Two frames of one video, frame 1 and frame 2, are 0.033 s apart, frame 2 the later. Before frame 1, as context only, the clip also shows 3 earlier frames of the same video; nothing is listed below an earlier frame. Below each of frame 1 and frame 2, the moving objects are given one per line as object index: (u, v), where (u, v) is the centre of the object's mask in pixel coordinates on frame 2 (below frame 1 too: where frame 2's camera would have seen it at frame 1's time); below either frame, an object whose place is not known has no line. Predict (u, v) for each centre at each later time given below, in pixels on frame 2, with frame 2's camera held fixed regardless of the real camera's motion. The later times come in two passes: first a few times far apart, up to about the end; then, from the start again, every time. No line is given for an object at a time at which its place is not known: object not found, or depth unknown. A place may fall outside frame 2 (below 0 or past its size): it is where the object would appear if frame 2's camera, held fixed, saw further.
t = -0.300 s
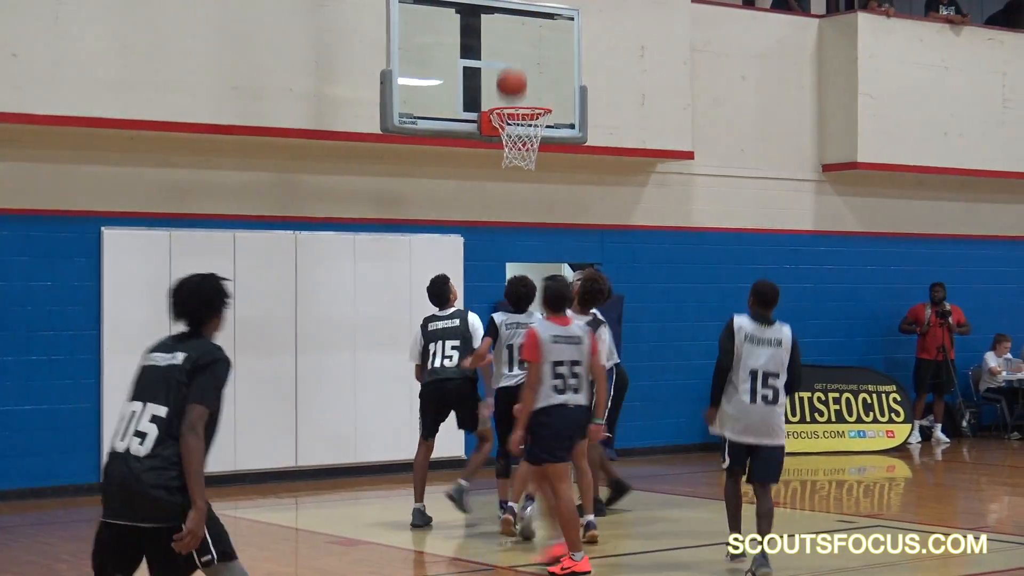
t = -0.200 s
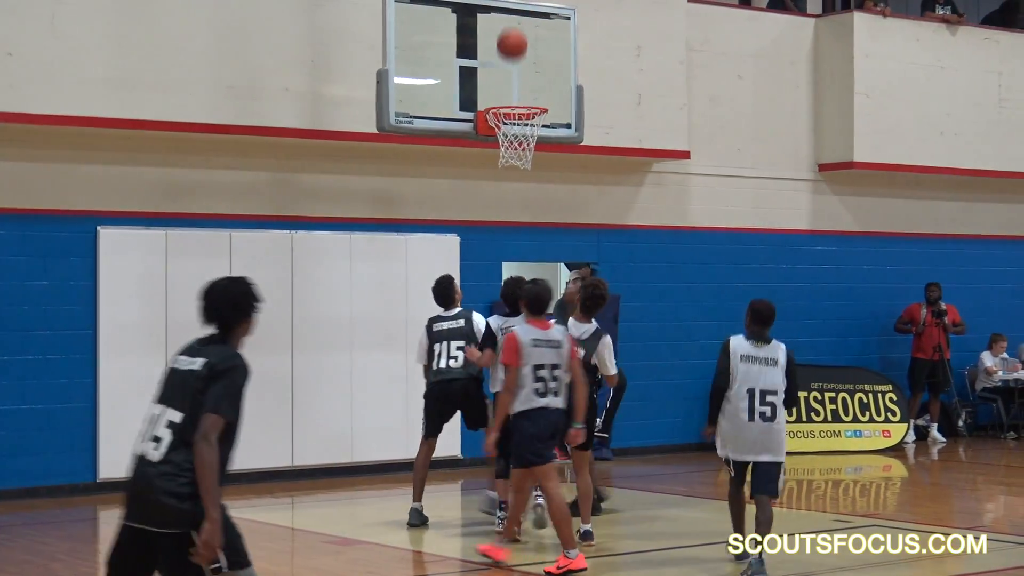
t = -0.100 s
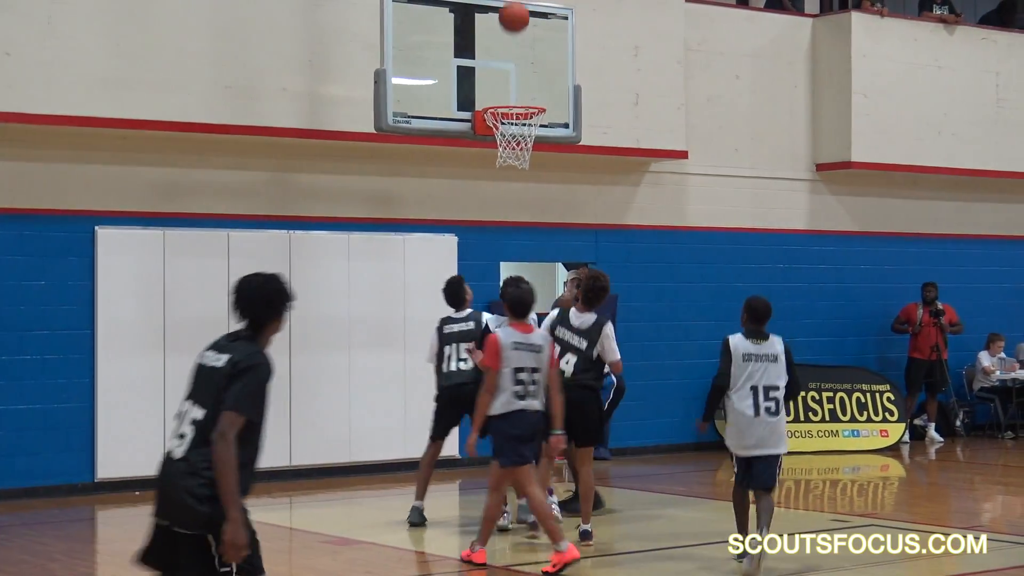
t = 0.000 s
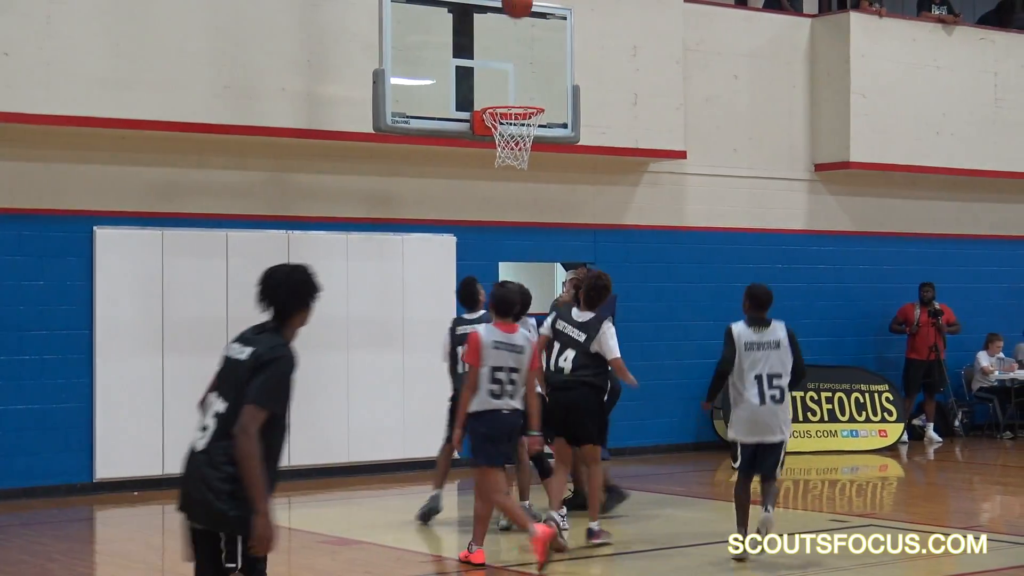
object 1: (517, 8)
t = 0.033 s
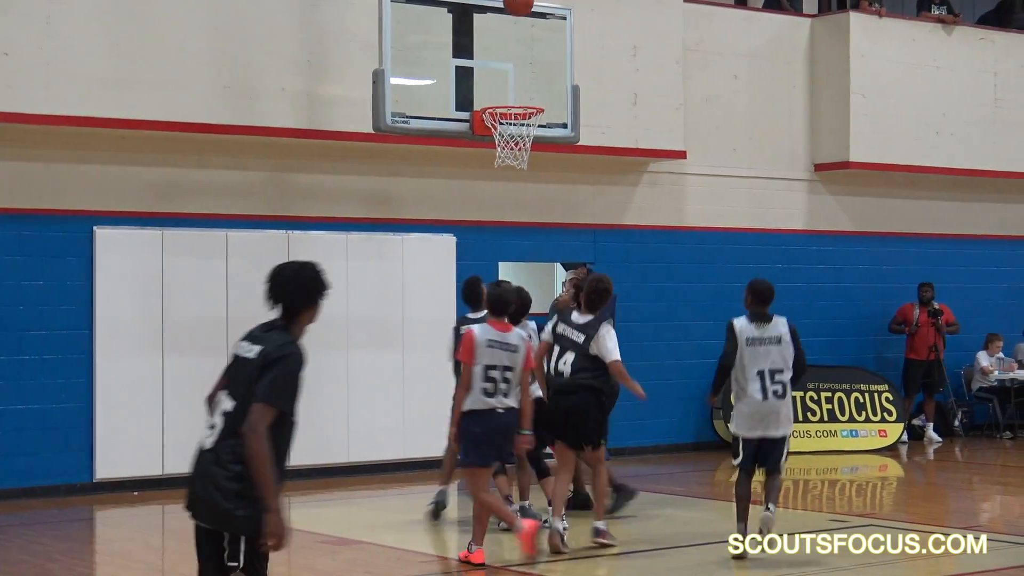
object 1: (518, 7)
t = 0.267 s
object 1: (529, 24)
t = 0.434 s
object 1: (537, 81)
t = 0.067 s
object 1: (520, 7)
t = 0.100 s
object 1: (521, 7)
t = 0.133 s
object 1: (523, 8)
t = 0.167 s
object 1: (524, 9)
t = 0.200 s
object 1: (526, 12)
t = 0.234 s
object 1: (527, 16)
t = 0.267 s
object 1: (529, 24)
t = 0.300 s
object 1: (531, 33)
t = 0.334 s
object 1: (533, 42)
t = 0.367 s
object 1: (534, 54)
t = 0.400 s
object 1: (536, 67)
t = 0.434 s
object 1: (537, 81)
